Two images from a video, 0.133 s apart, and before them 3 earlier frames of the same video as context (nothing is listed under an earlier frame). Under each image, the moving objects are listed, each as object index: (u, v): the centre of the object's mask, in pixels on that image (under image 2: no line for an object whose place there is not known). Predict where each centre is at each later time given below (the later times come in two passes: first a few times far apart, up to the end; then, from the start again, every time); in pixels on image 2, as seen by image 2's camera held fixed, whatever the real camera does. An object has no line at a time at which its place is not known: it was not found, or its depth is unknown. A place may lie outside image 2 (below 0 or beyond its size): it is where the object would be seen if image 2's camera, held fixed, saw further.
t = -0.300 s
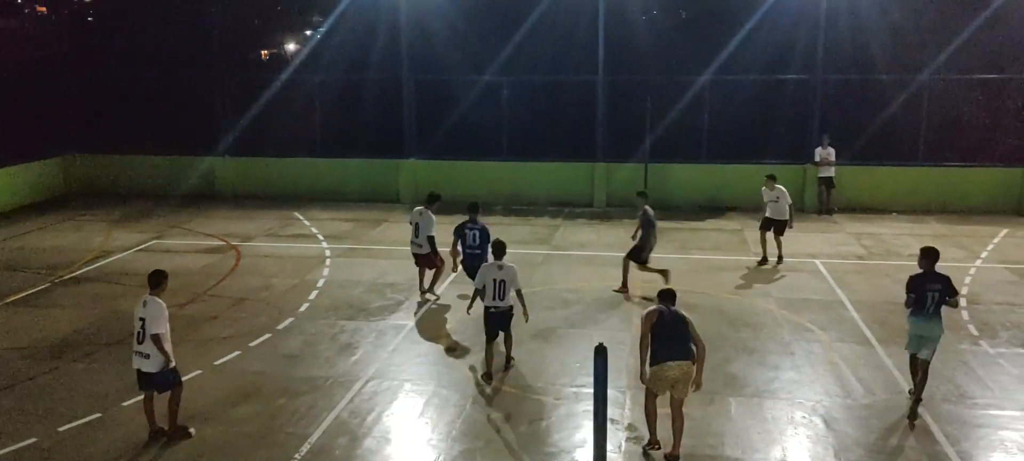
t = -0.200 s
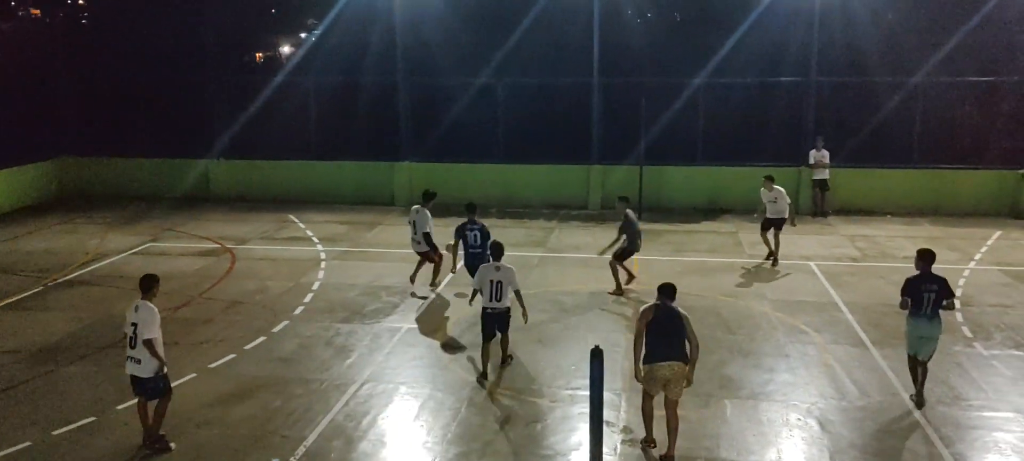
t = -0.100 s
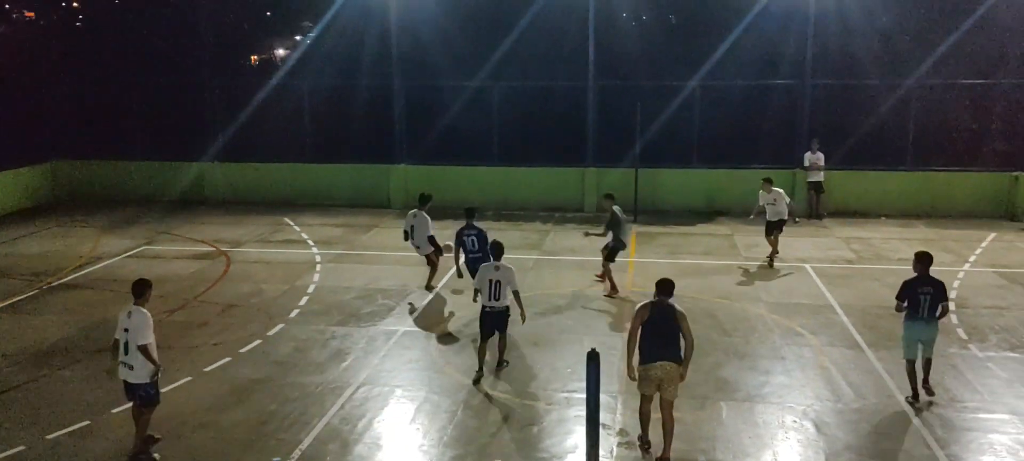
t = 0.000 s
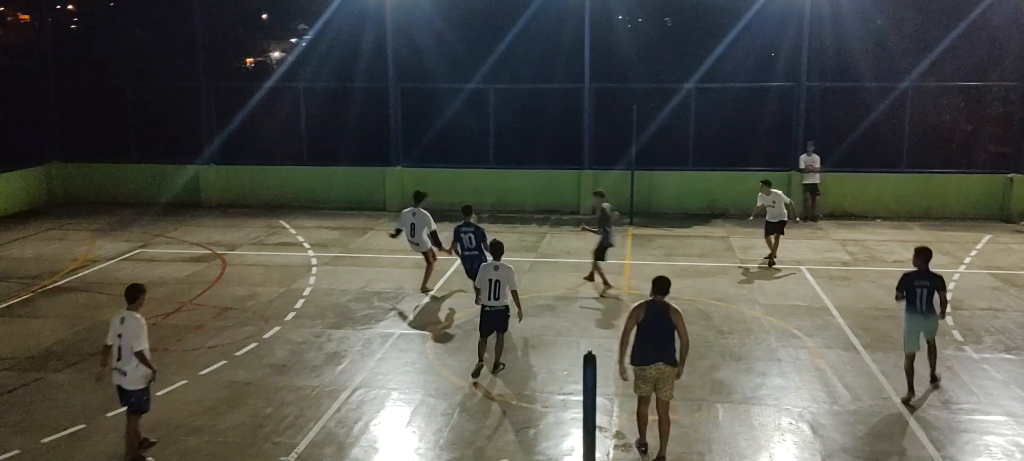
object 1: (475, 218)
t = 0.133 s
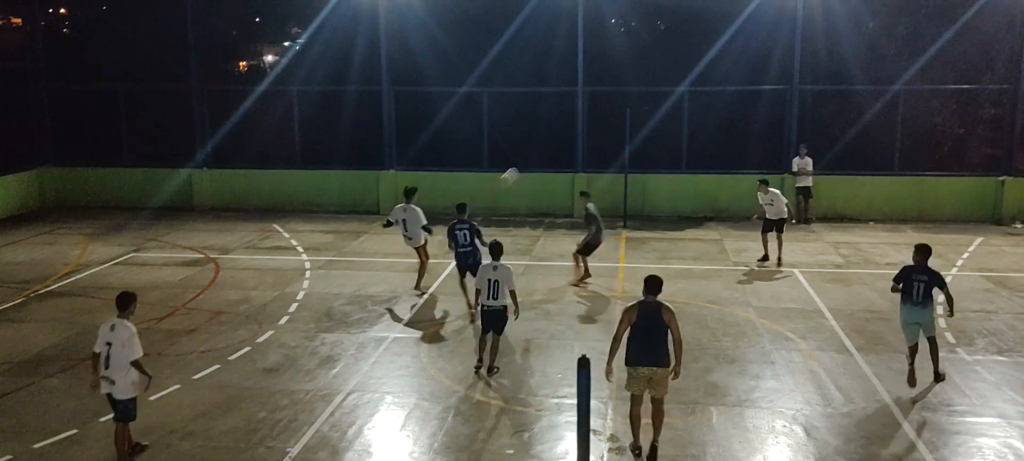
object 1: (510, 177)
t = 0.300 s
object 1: (567, 129)
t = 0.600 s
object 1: (669, 87)
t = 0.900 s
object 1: (759, 99)
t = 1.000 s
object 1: (786, 114)
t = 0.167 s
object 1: (522, 165)
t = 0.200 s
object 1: (533, 156)
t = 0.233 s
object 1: (544, 146)
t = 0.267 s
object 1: (555, 138)
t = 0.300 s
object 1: (567, 129)
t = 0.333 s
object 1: (578, 122)
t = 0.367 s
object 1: (589, 116)
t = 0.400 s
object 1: (600, 110)
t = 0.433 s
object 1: (614, 103)
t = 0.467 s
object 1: (625, 98)
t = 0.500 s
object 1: (636, 95)
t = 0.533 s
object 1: (647, 91)
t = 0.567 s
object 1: (658, 89)
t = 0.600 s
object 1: (669, 87)
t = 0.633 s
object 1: (679, 86)
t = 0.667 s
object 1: (689, 85)
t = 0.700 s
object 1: (700, 85)
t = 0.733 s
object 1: (710, 86)
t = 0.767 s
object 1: (720, 87)
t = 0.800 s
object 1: (730, 89)
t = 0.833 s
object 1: (740, 92)
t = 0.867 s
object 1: (749, 95)
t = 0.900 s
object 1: (759, 99)
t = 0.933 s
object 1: (768, 104)
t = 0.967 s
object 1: (777, 109)
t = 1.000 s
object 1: (786, 114)
